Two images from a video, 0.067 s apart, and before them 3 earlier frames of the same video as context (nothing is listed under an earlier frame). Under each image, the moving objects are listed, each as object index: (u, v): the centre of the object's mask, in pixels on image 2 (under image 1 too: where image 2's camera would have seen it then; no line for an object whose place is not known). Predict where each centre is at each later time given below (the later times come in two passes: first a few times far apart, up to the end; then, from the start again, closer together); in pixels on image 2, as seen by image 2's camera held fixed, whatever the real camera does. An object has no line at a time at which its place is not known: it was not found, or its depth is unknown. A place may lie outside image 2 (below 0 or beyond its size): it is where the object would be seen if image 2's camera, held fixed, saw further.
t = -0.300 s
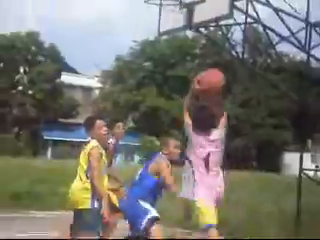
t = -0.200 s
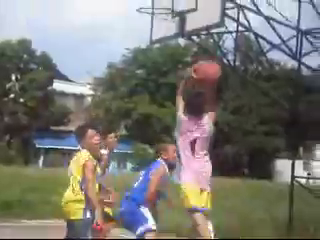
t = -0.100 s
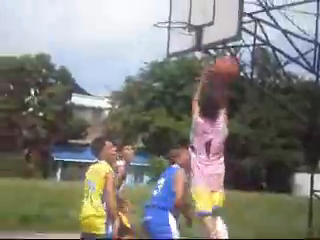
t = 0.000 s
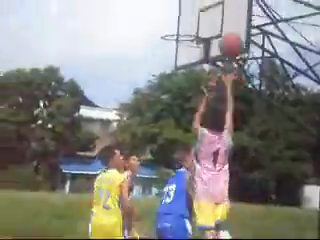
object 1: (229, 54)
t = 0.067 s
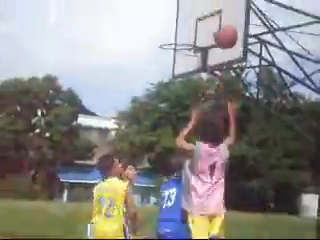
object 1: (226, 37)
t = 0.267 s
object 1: (217, 15)
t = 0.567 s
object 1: (177, 38)
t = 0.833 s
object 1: (141, 36)
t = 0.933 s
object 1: (128, 47)
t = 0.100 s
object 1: (224, 30)
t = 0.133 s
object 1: (223, 24)
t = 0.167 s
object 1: (221, 21)
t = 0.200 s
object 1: (219, 17)
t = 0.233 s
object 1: (218, 16)
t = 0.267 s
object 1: (217, 15)
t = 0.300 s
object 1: (215, 15)
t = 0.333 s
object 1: (214, 16)
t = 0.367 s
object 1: (213, 17)
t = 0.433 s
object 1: (206, 23)
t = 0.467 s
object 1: (198, 25)
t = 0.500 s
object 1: (191, 29)
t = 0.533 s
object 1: (183, 33)
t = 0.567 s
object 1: (177, 38)
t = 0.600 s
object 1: (172, 37)
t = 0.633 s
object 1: (168, 34)
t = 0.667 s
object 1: (163, 33)
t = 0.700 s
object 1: (159, 31)
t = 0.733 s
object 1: (155, 31)
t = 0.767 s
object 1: (151, 32)
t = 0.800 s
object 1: (146, 33)
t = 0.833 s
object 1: (141, 36)
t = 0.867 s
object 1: (137, 38)
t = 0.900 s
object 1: (132, 43)
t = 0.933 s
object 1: (128, 47)
